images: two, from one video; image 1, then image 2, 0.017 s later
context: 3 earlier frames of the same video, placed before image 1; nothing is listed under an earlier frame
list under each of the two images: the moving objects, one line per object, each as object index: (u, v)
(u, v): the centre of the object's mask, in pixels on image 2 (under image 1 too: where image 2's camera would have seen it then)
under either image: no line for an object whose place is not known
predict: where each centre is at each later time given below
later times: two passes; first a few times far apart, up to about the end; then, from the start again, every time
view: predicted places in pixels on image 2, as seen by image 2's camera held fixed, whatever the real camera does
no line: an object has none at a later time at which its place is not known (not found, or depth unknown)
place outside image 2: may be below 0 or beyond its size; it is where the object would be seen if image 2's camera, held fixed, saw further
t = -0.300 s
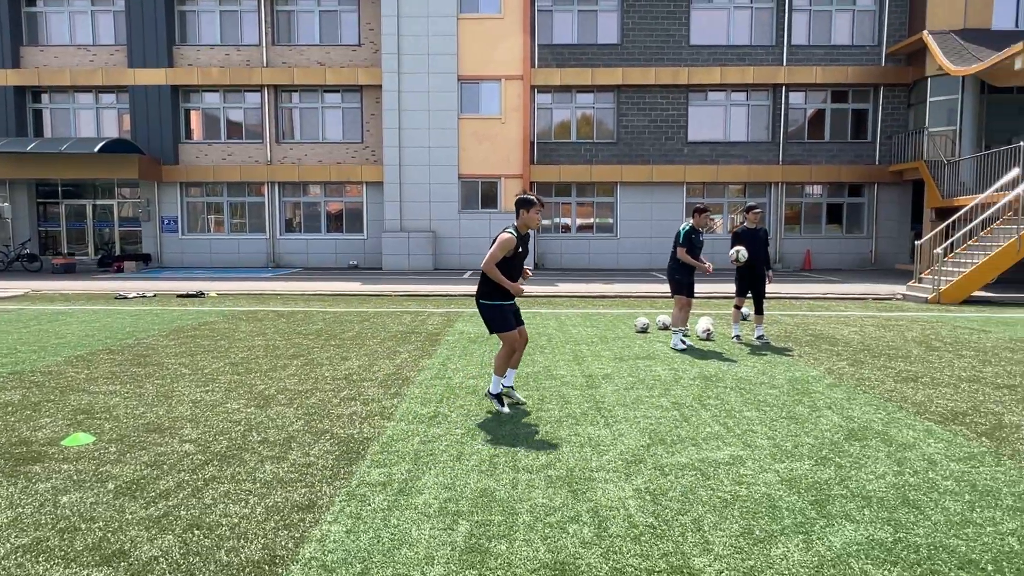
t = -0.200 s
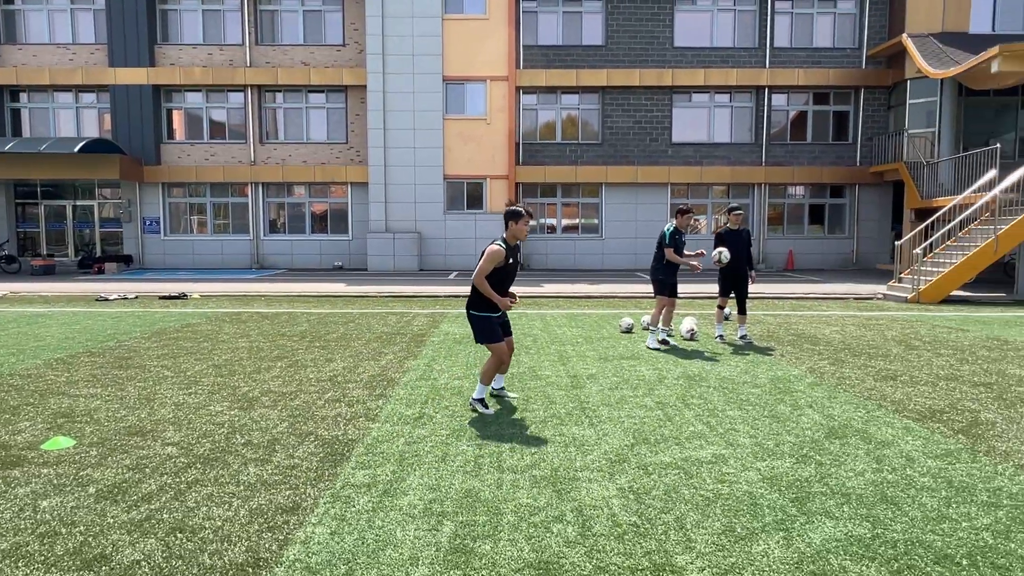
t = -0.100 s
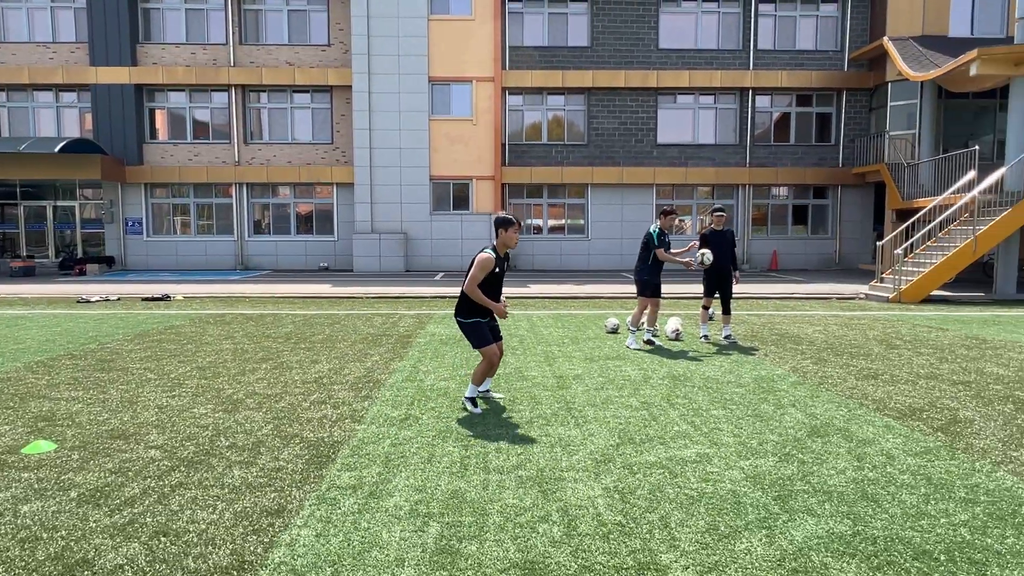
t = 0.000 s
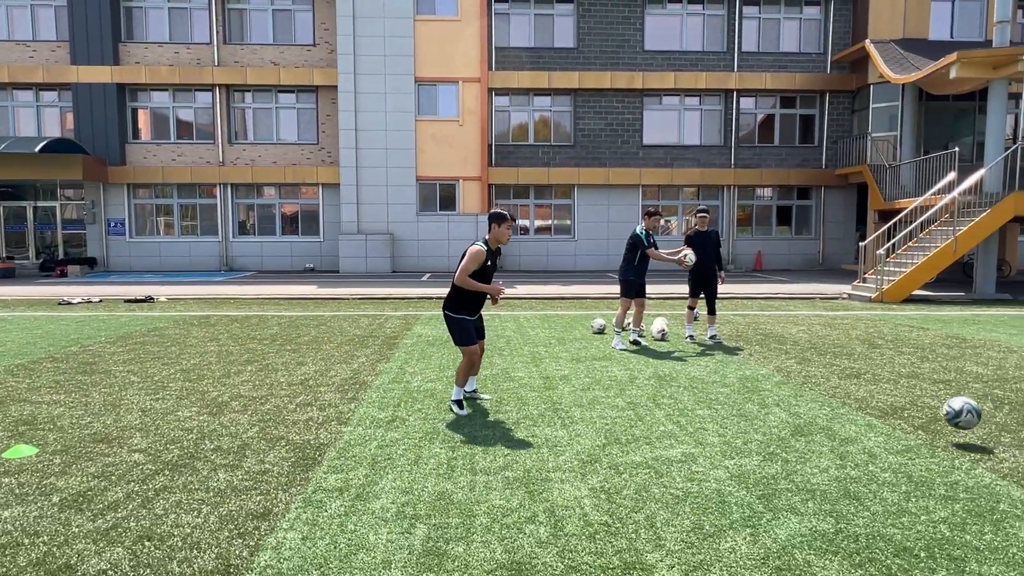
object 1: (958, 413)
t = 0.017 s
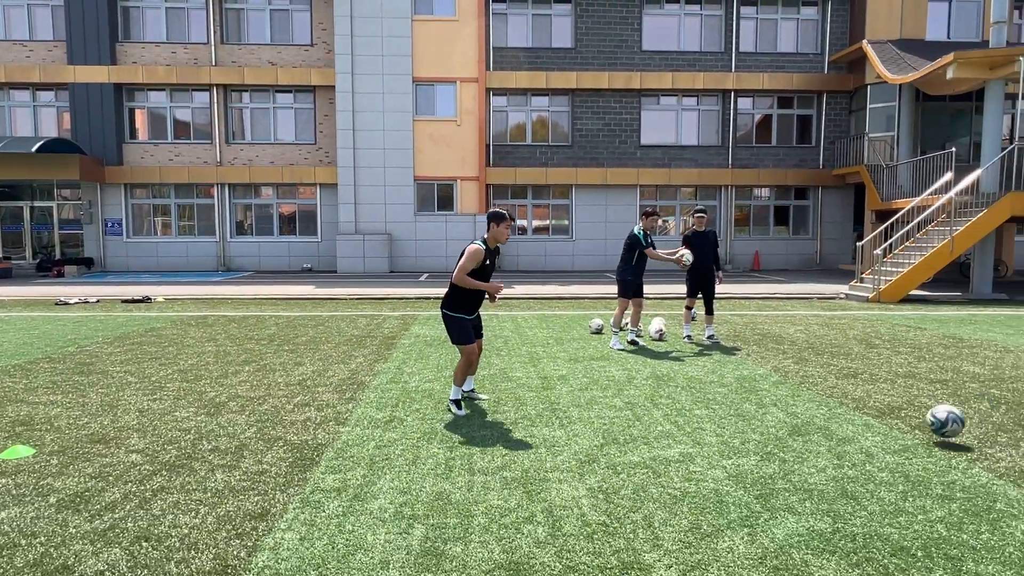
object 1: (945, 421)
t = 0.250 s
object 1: (845, 371)
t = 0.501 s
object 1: (741, 386)
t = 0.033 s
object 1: (932, 430)
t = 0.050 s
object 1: (926, 425)
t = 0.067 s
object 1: (919, 418)
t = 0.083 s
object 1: (912, 412)
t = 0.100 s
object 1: (906, 406)
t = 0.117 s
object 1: (899, 401)
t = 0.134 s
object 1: (892, 396)
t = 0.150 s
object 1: (885, 391)
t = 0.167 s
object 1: (879, 387)
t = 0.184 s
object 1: (872, 383)
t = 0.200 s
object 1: (865, 379)
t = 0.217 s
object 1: (858, 376)
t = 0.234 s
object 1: (851, 373)
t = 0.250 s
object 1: (845, 371)
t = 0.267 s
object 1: (838, 369)
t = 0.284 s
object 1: (831, 368)
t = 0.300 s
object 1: (824, 367)
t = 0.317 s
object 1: (817, 366)
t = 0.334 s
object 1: (811, 366)
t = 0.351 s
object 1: (804, 366)
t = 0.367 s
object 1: (797, 367)
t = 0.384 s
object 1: (790, 368)
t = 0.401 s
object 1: (783, 369)
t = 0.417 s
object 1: (777, 371)
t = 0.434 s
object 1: (769, 373)
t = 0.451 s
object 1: (763, 376)
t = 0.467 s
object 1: (755, 379)
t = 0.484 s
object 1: (748, 382)
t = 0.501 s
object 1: (741, 386)
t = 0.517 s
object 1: (734, 390)
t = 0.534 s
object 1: (727, 395)
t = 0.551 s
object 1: (721, 400)
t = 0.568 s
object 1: (714, 405)
